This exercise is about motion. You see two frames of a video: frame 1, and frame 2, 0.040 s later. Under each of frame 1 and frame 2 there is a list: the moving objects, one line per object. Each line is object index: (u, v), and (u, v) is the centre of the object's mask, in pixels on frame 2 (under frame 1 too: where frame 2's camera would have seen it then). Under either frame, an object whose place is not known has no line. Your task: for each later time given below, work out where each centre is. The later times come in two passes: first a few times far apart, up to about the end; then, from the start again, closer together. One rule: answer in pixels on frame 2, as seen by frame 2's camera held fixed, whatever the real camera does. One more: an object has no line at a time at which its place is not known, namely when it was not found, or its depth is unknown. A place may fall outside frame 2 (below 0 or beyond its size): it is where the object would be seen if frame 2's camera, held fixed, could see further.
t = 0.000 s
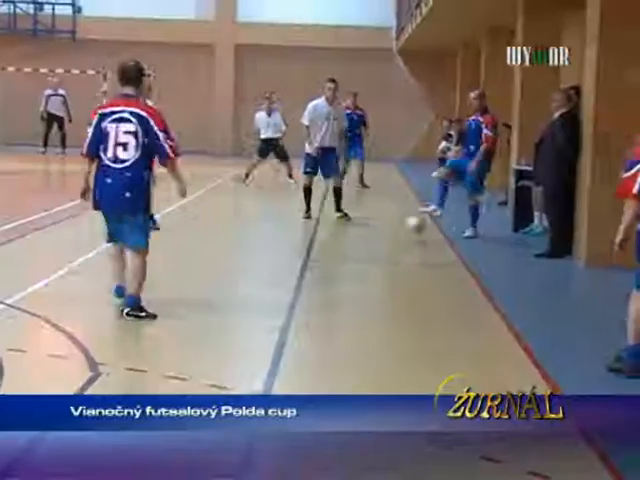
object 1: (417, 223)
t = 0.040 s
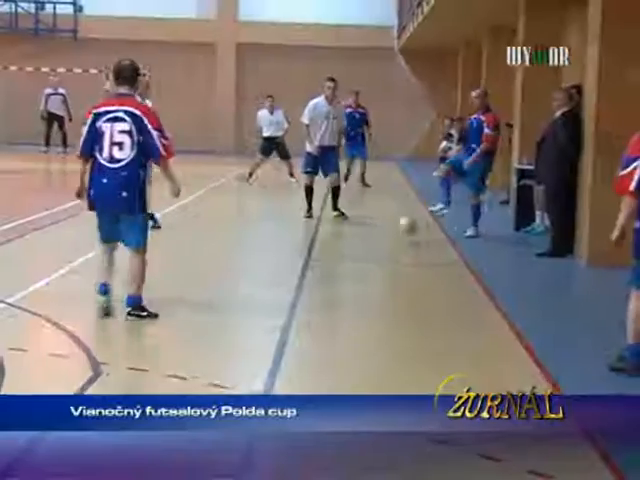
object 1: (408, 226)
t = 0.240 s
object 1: (356, 240)
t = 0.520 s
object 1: (280, 261)
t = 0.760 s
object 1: (200, 278)
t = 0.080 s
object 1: (397, 230)
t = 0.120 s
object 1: (385, 236)
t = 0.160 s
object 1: (376, 240)
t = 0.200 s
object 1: (366, 239)
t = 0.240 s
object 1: (356, 240)
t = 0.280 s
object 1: (346, 243)
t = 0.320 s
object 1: (335, 248)
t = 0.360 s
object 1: (324, 252)
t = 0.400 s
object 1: (314, 254)
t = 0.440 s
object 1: (302, 257)
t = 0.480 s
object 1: (292, 260)
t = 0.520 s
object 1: (280, 261)
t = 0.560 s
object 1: (268, 264)
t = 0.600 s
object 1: (256, 267)
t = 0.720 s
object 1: (214, 275)
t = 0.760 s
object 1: (200, 278)
